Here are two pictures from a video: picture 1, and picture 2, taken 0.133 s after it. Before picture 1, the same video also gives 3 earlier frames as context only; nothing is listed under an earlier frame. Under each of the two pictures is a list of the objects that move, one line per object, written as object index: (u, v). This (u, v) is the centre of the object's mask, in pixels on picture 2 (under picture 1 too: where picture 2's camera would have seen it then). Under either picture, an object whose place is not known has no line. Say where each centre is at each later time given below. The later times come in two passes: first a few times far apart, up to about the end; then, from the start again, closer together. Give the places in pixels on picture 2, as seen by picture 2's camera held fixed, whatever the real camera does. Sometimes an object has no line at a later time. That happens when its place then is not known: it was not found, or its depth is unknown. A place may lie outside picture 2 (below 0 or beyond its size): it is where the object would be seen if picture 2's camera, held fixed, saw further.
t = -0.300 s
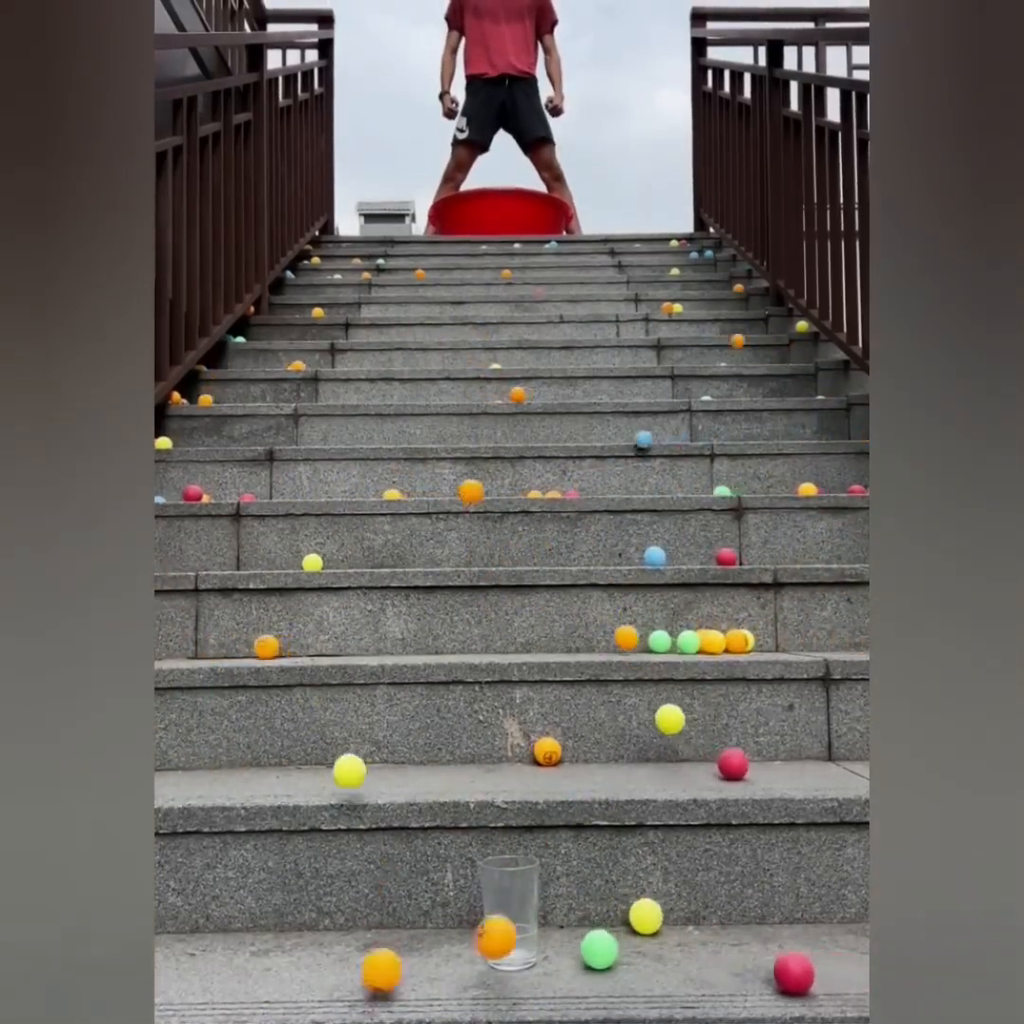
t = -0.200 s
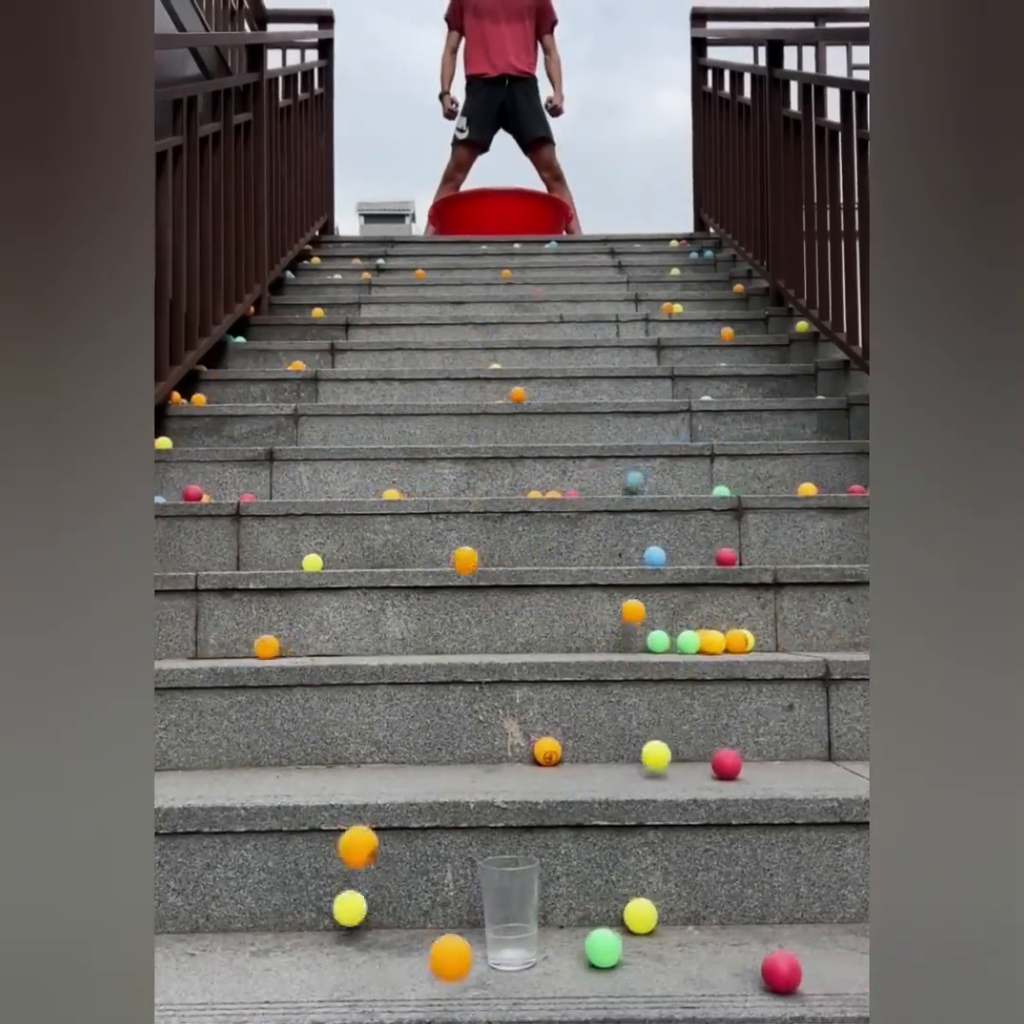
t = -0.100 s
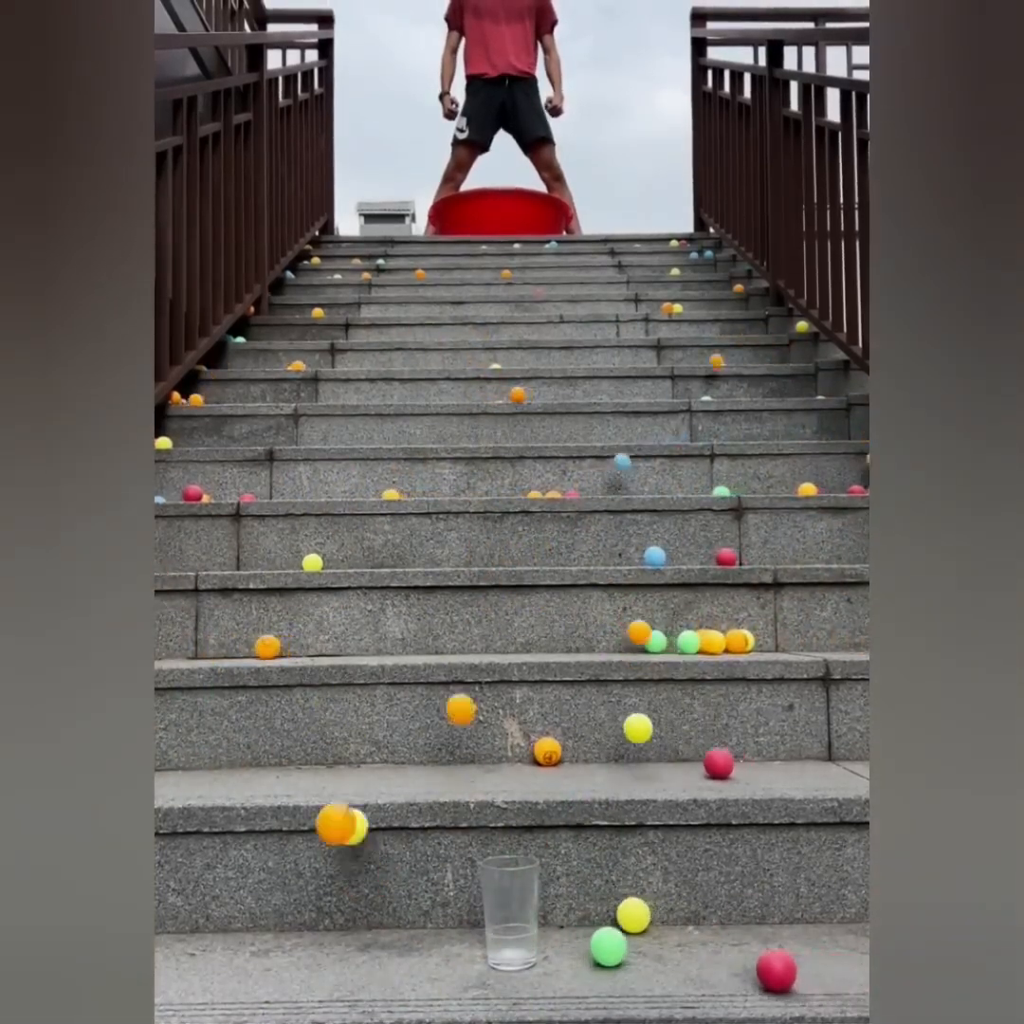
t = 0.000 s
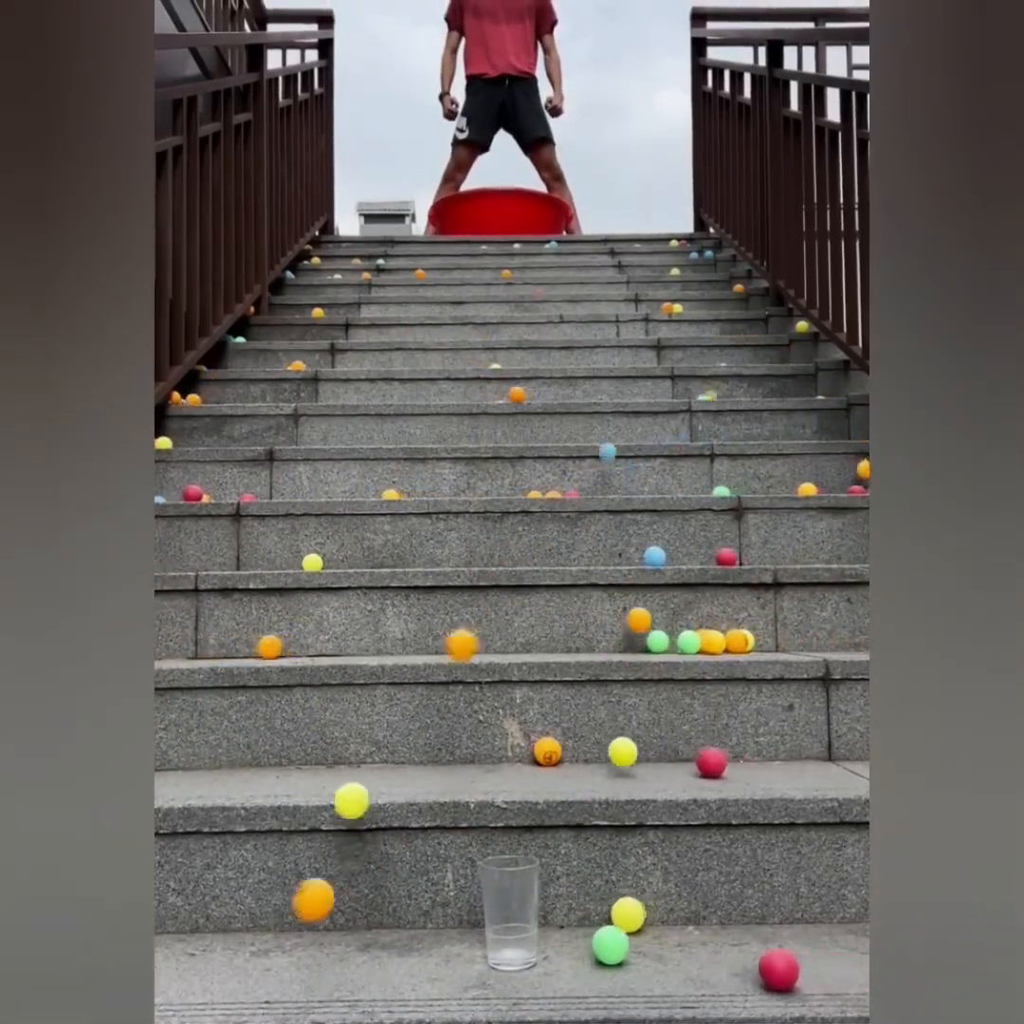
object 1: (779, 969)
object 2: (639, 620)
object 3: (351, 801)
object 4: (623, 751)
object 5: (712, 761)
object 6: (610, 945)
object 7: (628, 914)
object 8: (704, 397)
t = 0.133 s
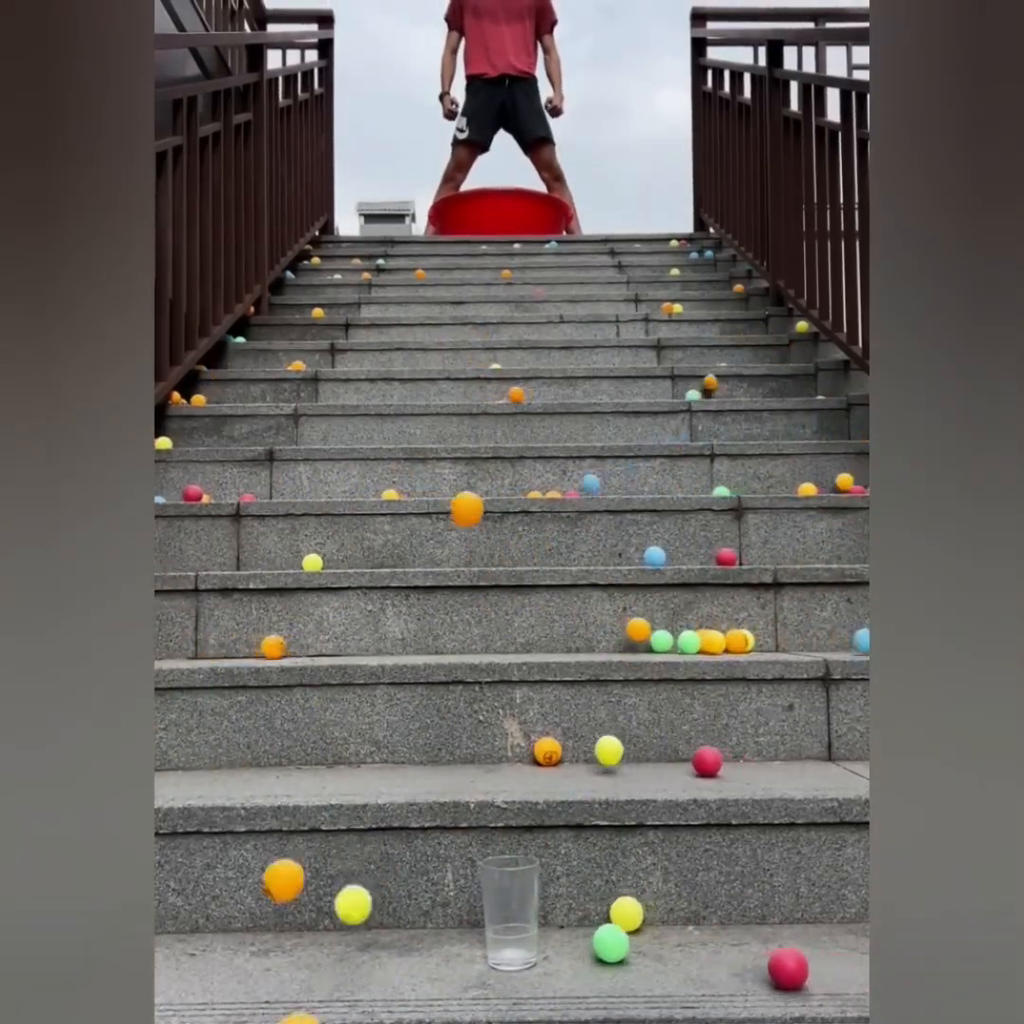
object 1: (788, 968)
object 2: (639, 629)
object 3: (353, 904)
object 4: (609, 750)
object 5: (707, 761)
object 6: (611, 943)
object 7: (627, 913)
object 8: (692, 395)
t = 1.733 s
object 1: (789, 972)
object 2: (622, 641)
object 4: (587, 752)
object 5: (725, 763)
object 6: (596, 945)
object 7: (635, 915)
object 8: (647, 429)
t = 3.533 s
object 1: (802, 971)
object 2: (622, 641)
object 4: (587, 751)
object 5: (719, 762)
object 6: (608, 945)
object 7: (634, 916)
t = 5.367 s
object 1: (808, 973)
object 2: (621, 641)
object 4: (587, 751)
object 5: (713, 762)
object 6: (608, 945)
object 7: (635, 915)
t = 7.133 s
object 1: (807, 974)
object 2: (621, 641)
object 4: (587, 751)
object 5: (712, 763)
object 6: (608, 945)
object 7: (635, 915)
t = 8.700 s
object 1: (806, 974)
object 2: (621, 641)
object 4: (586, 751)
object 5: (712, 763)
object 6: (607, 946)
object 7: (634, 915)
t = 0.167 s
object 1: (791, 968)
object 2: (638, 625)
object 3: (353, 952)
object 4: (606, 752)
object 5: (707, 761)
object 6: (611, 943)
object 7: (627, 913)
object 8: (690, 395)
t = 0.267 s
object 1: (802, 968)
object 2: (638, 639)
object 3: (350, 862)
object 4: (597, 745)
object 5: (712, 761)
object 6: (610, 942)
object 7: (629, 913)
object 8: (683, 394)
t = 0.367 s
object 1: (814, 967)
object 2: (641, 637)
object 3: (346, 866)
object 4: (589, 743)
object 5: (720, 762)
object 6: (609, 942)
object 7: (634, 914)
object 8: (675, 393)
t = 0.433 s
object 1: (821, 967)
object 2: (641, 632)
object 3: (344, 921)
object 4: (585, 749)
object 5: (724, 762)
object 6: (608, 942)
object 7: (638, 915)
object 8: (671, 401)
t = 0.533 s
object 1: (828, 966)
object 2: (640, 635)
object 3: (332, 914)
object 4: (581, 748)
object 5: (728, 763)
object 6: (606, 943)
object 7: (642, 916)
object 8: (664, 439)
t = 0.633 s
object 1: (831, 965)
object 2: (636, 637)
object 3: (314, 907)
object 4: (582, 750)
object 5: (729, 764)
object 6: (601, 944)
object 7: (641, 916)
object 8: (654, 410)
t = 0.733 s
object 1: (830, 965)
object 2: (634, 638)
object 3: (297, 987)
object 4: (584, 750)
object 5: (729, 763)
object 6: (596, 945)
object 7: (638, 915)
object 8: (645, 405)
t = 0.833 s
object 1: (827, 965)
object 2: (628, 638)
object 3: (293, 936)
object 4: (588, 752)
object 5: (726, 763)
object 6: (593, 947)
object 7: (632, 915)
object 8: (635, 436)
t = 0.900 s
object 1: (824, 966)
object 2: (626, 639)
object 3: (290, 960)
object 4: (592, 752)
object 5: (722, 762)
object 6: (591, 947)
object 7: (630, 914)
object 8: (630, 421)
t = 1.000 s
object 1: (817, 967)
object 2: (624, 639)
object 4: (595, 752)
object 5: (716, 762)
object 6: (590, 948)
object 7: (629, 914)
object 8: (626, 410)
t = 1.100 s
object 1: (808, 969)
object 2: (620, 639)
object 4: (596, 752)
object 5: (710, 761)
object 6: (592, 947)
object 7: (630, 914)
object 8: (621, 437)
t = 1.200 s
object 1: (799, 970)
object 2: (619, 639)
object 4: (596, 751)
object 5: (709, 761)
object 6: (593, 946)
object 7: (632, 915)
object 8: (622, 414)
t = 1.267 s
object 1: (796, 971)
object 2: (620, 640)
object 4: (595, 751)
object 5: (711, 761)
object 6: (595, 946)
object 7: (635, 915)
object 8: (624, 418)
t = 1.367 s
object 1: (793, 972)
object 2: (620, 640)
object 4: (594, 751)
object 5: (716, 762)
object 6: (599, 945)
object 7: (638, 916)
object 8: (627, 428)
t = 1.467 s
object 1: (790, 974)
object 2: (621, 641)
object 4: (593, 751)
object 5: (721, 763)
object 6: (603, 944)
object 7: (636, 917)
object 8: (629, 438)
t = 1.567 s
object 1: (788, 973)
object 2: (622, 641)
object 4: (590, 751)
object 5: (724, 763)
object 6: (603, 943)
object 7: (634, 916)
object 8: (634, 488)
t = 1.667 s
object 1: (788, 973)
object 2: (622, 641)
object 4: (588, 752)
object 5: (725, 763)
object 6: (599, 944)
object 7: (635, 916)
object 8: (641, 438)
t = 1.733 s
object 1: (789, 972)
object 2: (622, 641)
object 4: (587, 752)
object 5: (725, 763)
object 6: (596, 945)
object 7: (635, 915)
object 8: (647, 429)
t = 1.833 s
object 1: (794, 972)
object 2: (620, 641)
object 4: (585, 752)
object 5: (723, 762)
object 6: (594, 945)
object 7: (634, 914)
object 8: (657, 450)
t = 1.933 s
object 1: (800, 972)
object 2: (620, 641)
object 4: (584, 752)
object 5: (721, 761)
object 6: (595, 945)
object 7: (635, 914)
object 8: (666, 465)
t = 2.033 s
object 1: (807, 971)
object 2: (620, 641)
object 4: (587, 752)
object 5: (720, 761)
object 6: (598, 946)
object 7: (637, 914)
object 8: (672, 440)
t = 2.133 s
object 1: (813, 970)
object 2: (620, 641)
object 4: (589, 752)
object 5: (721, 761)
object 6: (602, 946)
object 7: (638, 914)
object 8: (678, 460)
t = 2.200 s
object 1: (816, 969)
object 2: (620, 641)
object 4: (590, 752)
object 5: (720, 761)
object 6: (604, 946)
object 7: (636, 913)
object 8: (684, 500)
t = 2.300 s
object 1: (816, 967)
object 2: (621, 641)
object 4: (591, 752)
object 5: (721, 761)
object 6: (606, 946)
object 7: (636, 914)
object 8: (689, 532)
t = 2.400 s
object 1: (814, 965)
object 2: (621, 641)
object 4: (590, 752)
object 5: (722, 761)
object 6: (607, 945)
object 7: (638, 914)
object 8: (691, 481)
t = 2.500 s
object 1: (810, 964)
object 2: (621, 641)
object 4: (590, 752)
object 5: (720, 762)
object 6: (608, 946)
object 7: (637, 914)
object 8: (694, 481)
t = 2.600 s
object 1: (806, 963)
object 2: (621, 641)
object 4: (590, 751)
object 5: (716, 762)
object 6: (608, 945)
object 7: (637, 914)
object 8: (699, 529)
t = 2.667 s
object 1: (803, 964)
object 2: (621, 641)
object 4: (590, 751)
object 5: (713, 762)
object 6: (608, 945)
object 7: (638, 914)
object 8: (704, 537)
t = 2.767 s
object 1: (800, 964)
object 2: (621, 641)
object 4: (589, 751)
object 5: (710, 762)
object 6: (608, 946)
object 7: (638, 914)
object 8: (716, 508)
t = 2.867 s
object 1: (797, 965)
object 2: (621, 641)
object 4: (588, 751)
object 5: (710, 762)
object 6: (608, 945)
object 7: (636, 914)
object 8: (729, 529)
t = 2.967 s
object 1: (795, 966)
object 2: (621, 641)
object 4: (587, 751)
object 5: (712, 762)
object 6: (608, 945)
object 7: (634, 914)
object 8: (746, 607)
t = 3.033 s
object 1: (794, 967)
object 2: (622, 641)
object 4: (587, 751)
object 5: (714, 762)
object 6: (608, 945)
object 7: (633, 915)
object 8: (791, 607)
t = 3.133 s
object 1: (793, 968)
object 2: (621, 641)
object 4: (587, 751)
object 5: (715, 762)
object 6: (608, 945)
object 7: (635, 915)
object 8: (865, 623)
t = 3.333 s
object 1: (794, 969)
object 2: (622, 641)
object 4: (587, 751)
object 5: (718, 762)
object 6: (608, 945)
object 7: (634, 914)
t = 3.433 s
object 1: (798, 970)
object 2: (621, 641)
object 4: (587, 751)
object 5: (719, 762)
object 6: (608, 945)
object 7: (635, 915)
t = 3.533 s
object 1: (802, 971)
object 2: (622, 641)
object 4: (587, 751)
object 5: (719, 762)
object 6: (608, 945)
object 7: (634, 916)
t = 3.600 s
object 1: (804, 972)
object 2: (622, 641)
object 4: (587, 751)
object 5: (717, 762)
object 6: (608, 945)
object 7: (634, 915)
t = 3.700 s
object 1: (805, 972)
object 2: (621, 641)
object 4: (587, 751)
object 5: (716, 762)
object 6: (608, 945)
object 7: (634, 915)
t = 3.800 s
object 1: (807, 973)
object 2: (621, 641)
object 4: (587, 751)
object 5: (715, 762)
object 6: (608, 945)
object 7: (635, 915)
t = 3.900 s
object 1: (809, 973)
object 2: (621, 641)
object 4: (587, 751)
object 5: (714, 762)
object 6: (608, 945)
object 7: (635, 915)
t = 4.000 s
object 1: (809, 972)
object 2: (621, 641)
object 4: (587, 751)
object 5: (713, 763)
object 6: (608, 945)
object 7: (635, 915)
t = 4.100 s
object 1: (808, 972)
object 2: (621, 641)
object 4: (587, 751)
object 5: (713, 763)
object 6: (608, 946)
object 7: (635, 915)
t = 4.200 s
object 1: (809, 972)
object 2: (621, 642)
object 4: (587, 751)
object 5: (713, 762)
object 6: (608, 945)
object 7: (635, 915)
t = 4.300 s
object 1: (811, 972)
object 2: (621, 641)
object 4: (587, 751)
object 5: (713, 762)
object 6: (608, 945)
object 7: (635, 914)
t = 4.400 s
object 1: (811, 972)
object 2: (622, 641)
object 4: (587, 751)
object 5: (713, 762)
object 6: (608, 945)
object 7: (635, 915)
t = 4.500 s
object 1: (811, 972)
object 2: (622, 641)
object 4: (587, 751)
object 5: (713, 762)
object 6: (608, 945)
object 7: (635, 915)
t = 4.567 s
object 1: (809, 972)
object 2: (622, 641)
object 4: (587, 751)
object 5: (713, 763)
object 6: (608, 945)
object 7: (635, 915)
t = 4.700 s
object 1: (809, 972)
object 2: (621, 641)
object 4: (587, 751)
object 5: (713, 762)
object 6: (608, 945)
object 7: (635, 915)
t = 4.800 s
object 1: (809, 973)
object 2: (621, 641)
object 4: (587, 751)
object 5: (713, 763)
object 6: (608, 945)
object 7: (635, 915)
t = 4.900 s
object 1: (809, 973)
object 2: (621, 641)
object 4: (587, 751)
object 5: (713, 763)
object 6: (608, 945)
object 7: (635, 915)
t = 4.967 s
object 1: (808, 973)
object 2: (621, 641)
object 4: (587, 751)
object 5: (713, 763)
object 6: (608, 945)
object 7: (635, 915)
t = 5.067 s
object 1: (807, 973)
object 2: (621, 641)
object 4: (587, 751)
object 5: (713, 762)
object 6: (608, 945)
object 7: (635, 915)
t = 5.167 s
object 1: (808, 974)
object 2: (621, 641)
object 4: (587, 751)
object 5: (713, 763)
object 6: (608, 945)
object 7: (635, 915)
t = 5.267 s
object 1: (807, 973)
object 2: (621, 641)
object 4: (587, 751)
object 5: (713, 762)
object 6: (608, 945)
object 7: (635, 914)
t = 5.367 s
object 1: (808, 973)
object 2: (621, 641)
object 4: (587, 751)
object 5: (713, 762)
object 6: (608, 945)
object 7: (635, 915)
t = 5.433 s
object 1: (808, 974)
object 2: (621, 641)
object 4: (587, 751)
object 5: (713, 762)
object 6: (608, 945)
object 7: (635, 915)
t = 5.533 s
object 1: (808, 974)
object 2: (621, 641)
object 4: (587, 751)
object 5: (713, 762)
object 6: (608, 945)
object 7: (635, 914)
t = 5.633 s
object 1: (808, 974)
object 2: (621, 641)
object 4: (587, 751)
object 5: (713, 763)
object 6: (608, 945)
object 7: (635, 915)
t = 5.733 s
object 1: (807, 974)
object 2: (622, 641)
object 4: (587, 751)
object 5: (713, 763)
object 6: (608, 945)
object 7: (635, 915)
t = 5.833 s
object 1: (808, 973)
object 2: (621, 641)
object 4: (587, 751)
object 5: (713, 763)
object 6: (608, 945)
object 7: (635, 915)
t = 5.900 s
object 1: (807, 973)
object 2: (621, 641)
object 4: (587, 751)
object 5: (713, 763)
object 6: (608, 946)
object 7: (635, 915)
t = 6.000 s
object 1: (807, 973)
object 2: (621, 641)
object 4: (587, 751)
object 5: (713, 763)
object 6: (608, 946)
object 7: (635, 915)
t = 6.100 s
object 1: (807, 973)
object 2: (621, 641)
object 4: (587, 751)
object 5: (713, 763)
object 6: (608, 946)
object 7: (635, 915)
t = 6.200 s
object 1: (807, 974)
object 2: (621, 641)
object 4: (587, 751)
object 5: (712, 763)
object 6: (608, 946)
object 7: (635, 915)
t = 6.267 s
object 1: (807, 973)
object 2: (621, 641)
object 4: (587, 751)
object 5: (713, 763)
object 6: (608, 946)
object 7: (635, 915)
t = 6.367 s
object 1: (807, 973)
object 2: (621, 641)
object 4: (587, 751)
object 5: (713, 763)
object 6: (608, 946)
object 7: (635, 915)
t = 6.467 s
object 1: (807, 973)
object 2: (621, 641)
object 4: (587, 751)
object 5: (713, 763)
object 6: (608, 946)
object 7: (635, 915)
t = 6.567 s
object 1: (807, 974)
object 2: (621, 641)
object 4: (587, 751)
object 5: (713, 763)
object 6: (608, 945)
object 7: (635, 915)
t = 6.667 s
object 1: (807, 974)
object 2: (621, 641)
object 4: (587, 751)
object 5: (712, 763)
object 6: (608, 945)
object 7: (635, 915)
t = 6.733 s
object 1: (807, 973)
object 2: (621, 641)
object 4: (587, 751)
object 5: (713, 763)
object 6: (608, 945)
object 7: (635, 915)
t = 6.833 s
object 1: (807, 973)
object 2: (621, 641)
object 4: (587, 751)
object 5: (712, 763)
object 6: (608, 945)
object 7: (635, 915)
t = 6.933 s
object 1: (807, 973)
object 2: (621, 641)
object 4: (587, 751)
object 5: (713, 763)
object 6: (608, 945)
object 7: (635, 915)
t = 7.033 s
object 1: (807, 973)
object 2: (621, 641)
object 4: (587, 751)
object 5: (713, 763)
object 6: (608, 946)
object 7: (635, 915)
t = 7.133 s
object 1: (807, 974)
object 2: (621, 641)
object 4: (587, 751)
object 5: (712, 763)
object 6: (608, 945)
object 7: (635, 915)
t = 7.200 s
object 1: (807, 974)
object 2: (621, 642)
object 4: (587, 751)
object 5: (713, 763)
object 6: (608, 945)
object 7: (635, 915)
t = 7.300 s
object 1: (807, 974)
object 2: (621, 641)
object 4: (587, 751)
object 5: (713, 763)
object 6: (608, 945)
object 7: (635, 915)
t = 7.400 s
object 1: (807, 974)
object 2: (621, 641)
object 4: (587, 751)
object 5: (712, 763)
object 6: (608, 945)
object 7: (635, 915)
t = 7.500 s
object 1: (807, 974)
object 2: (621, 642)
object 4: (587, 751)
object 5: (712, 763)
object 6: (608, 945)
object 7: (635, 915)
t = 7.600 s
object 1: (807, 974)
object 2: (621, 641)
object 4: (587, 751)
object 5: (712, 763)
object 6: (608, 945)
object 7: (635, 915)
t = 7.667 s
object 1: (807, 974)
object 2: (621, 641)
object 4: (587, 751)
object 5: (712, 763)
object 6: (608, 945)
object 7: (635, 915)
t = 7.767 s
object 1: (807, 974)
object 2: (621, 641)
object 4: (587, 751)
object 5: (712, 763)
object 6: (608, 945)
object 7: (635, 915)
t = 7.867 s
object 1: (807, 974)
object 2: (621, 641)
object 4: (587, 751)
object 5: (712, 763)
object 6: (608, 945)
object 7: (634, 915)
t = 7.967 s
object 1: (807, 974)
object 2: (621, 641)
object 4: (587, 751)
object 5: (712, 763)
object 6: (608, 945)
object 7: (635, 915)
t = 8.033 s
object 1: (807, 974)
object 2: (621, 641)
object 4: (587, 751)
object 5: (712, 763)
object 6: (608, 945)
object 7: (635, 915)
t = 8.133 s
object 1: (807, 974)
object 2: (621, 641)
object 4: (587, 751)
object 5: (712, 763)
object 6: (608, 945)
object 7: (635, 915)
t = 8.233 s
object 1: (807, 974)
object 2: (621, 641)
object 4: (587, 751)
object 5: (712, 763)
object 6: (608, 945)
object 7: (635, 915)
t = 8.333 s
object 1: (807, 974)
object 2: (621, 641)
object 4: (587, 751)
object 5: (712, 763)
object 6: (608, 945)
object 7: (634, 915)
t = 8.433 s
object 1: (806, 974)
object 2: (621, 641)
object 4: (587, 751)
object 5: (712, 763)
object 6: (608, 946)
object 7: (635, 915)
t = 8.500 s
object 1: (806, 974)
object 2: (621, 642)
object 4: (586, 751)
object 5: (712, 763)
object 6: (608, 946)
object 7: (634, 915)
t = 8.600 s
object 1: (806, 974)
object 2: (621, 642)
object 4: (587, 752)
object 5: (712, 763)
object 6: (608, 946)
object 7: (634, 915)
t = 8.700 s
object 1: (806, 974)
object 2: (621, 641)
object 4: (586, 751)
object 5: (712, 763)
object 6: (607, 946)
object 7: (634, 915)
